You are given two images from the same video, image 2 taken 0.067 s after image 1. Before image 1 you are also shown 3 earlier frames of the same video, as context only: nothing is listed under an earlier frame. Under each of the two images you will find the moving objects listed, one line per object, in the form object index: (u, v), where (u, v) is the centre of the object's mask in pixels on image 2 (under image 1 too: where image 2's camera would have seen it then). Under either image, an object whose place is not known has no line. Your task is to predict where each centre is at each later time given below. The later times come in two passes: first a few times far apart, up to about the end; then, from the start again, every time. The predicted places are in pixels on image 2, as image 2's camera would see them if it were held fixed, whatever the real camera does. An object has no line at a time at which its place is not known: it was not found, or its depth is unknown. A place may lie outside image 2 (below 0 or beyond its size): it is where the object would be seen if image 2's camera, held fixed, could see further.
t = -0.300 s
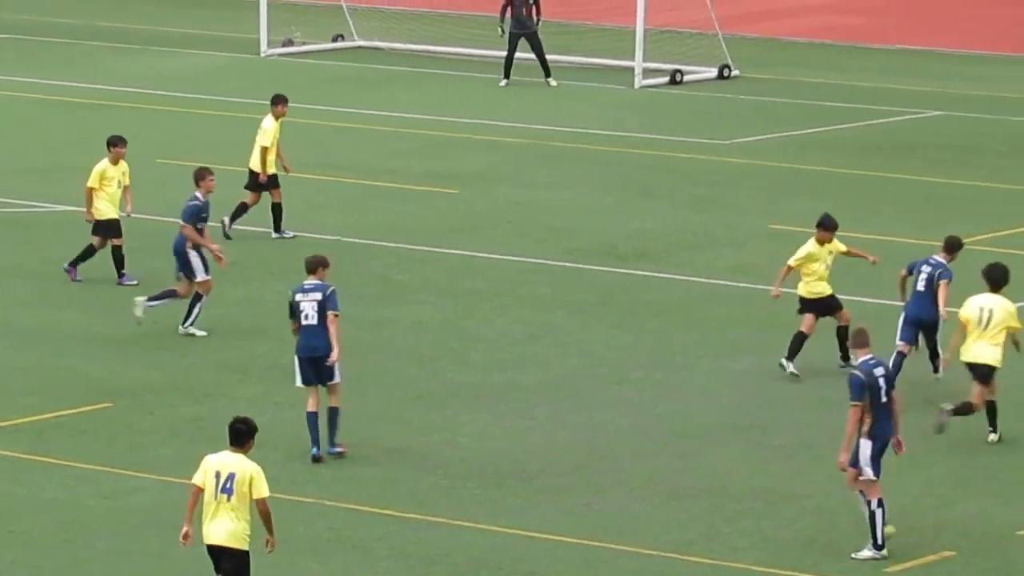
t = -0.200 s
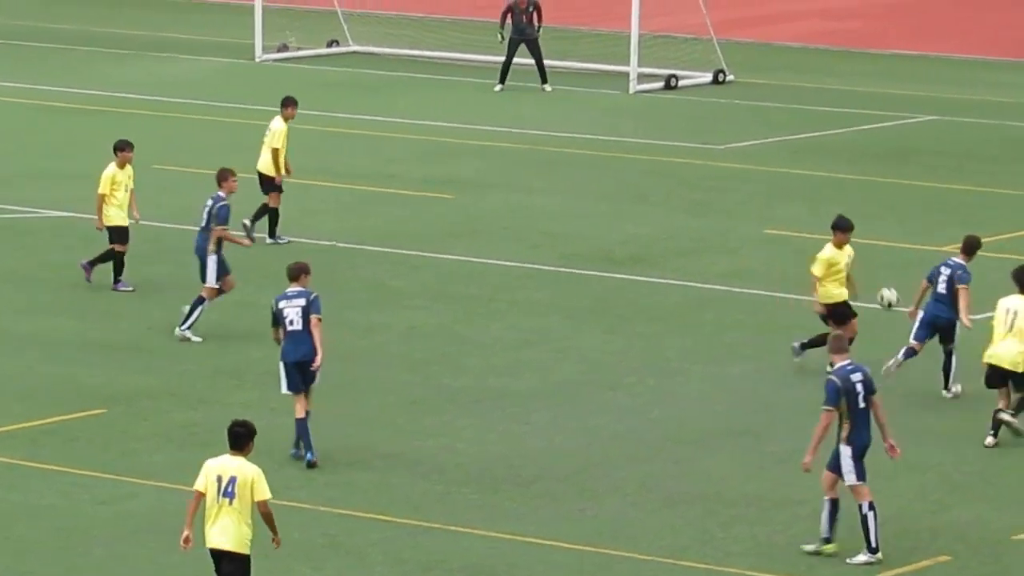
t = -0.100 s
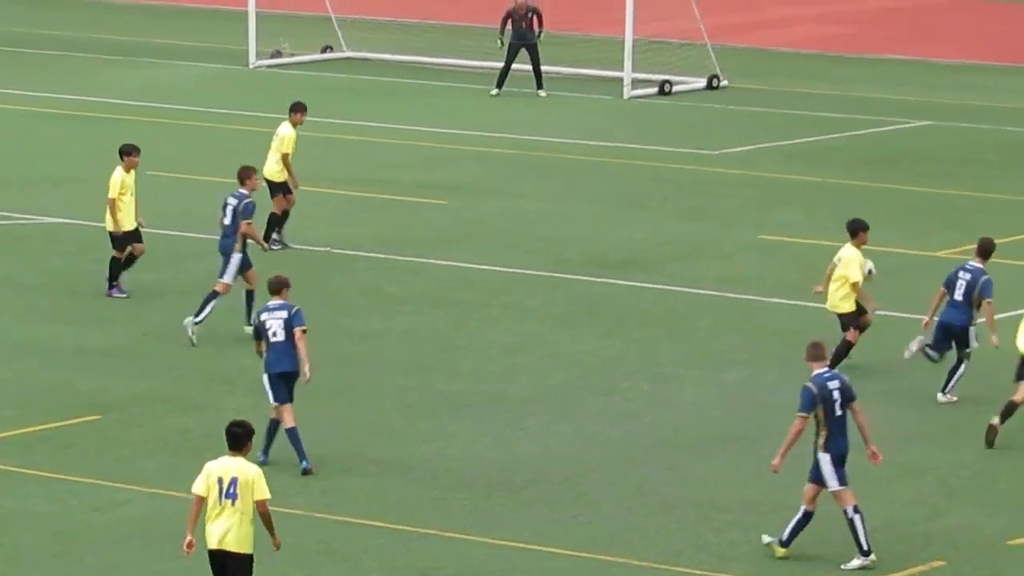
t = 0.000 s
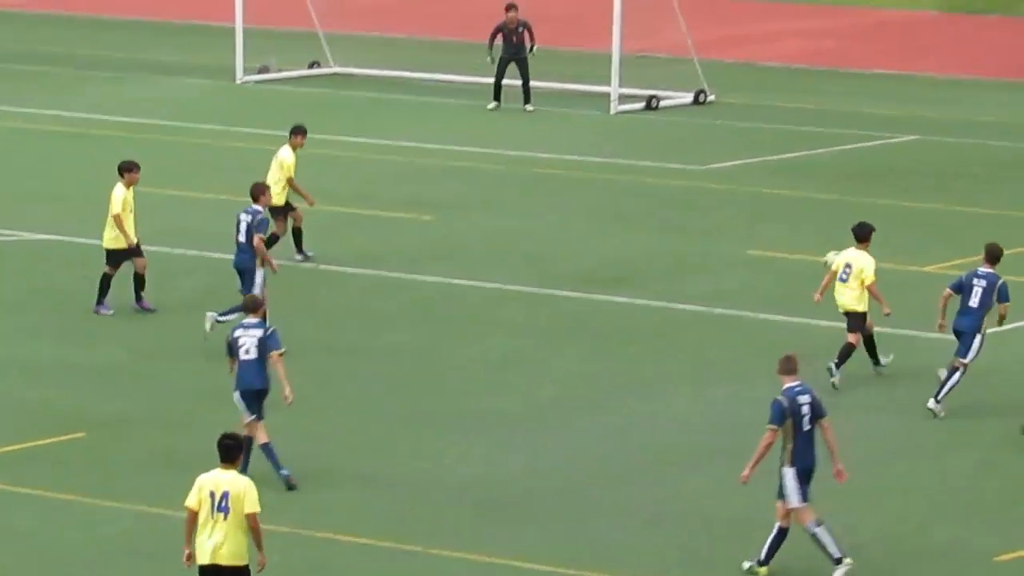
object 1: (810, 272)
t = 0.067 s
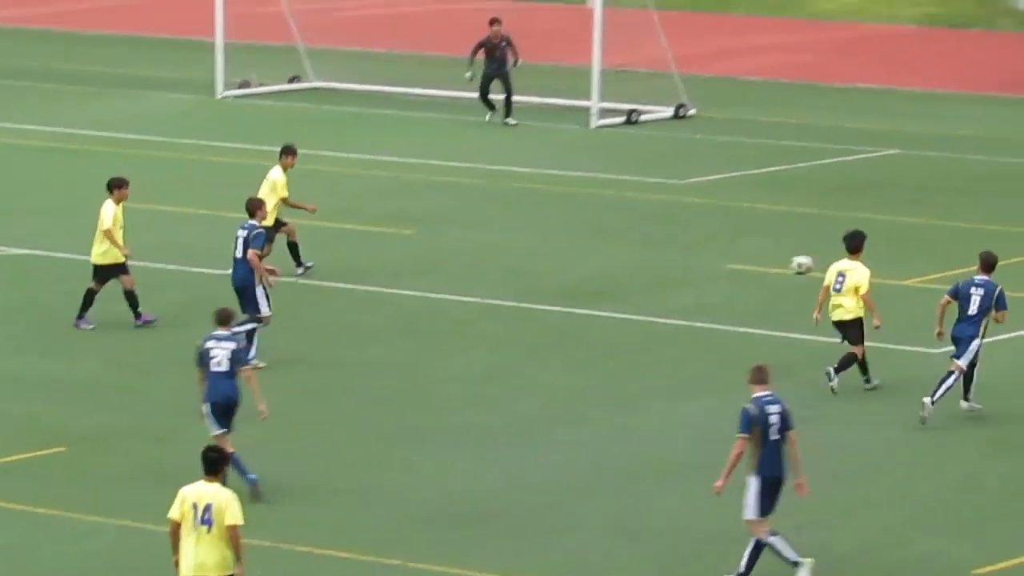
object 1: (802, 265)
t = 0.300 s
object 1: (759, 264)
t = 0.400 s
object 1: (741, 276)
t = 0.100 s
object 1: (796, 262)
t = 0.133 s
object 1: (789, 260)
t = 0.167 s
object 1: (783, 257)
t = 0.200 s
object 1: (777, 258)
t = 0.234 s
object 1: (771, 259)
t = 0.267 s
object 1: (765, 261)
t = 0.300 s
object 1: (759, 264)
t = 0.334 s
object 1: (752, 267)
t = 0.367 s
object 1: (746, 272)
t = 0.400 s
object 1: (741, 276)
